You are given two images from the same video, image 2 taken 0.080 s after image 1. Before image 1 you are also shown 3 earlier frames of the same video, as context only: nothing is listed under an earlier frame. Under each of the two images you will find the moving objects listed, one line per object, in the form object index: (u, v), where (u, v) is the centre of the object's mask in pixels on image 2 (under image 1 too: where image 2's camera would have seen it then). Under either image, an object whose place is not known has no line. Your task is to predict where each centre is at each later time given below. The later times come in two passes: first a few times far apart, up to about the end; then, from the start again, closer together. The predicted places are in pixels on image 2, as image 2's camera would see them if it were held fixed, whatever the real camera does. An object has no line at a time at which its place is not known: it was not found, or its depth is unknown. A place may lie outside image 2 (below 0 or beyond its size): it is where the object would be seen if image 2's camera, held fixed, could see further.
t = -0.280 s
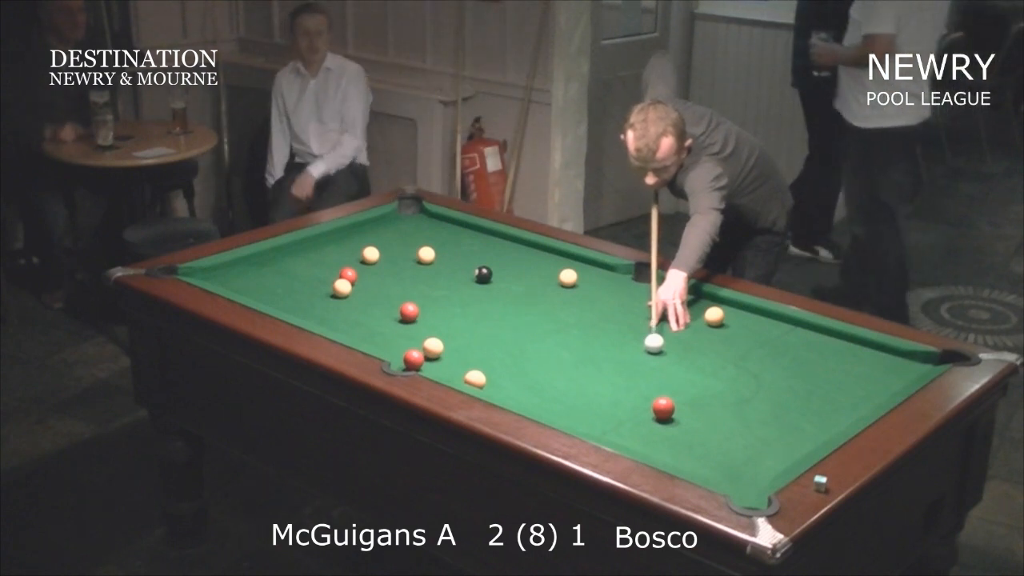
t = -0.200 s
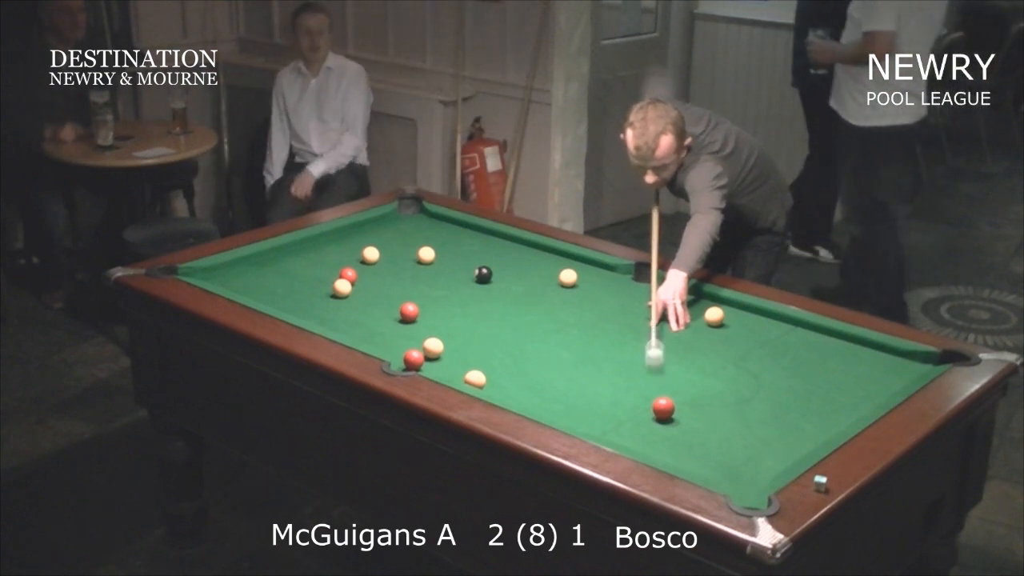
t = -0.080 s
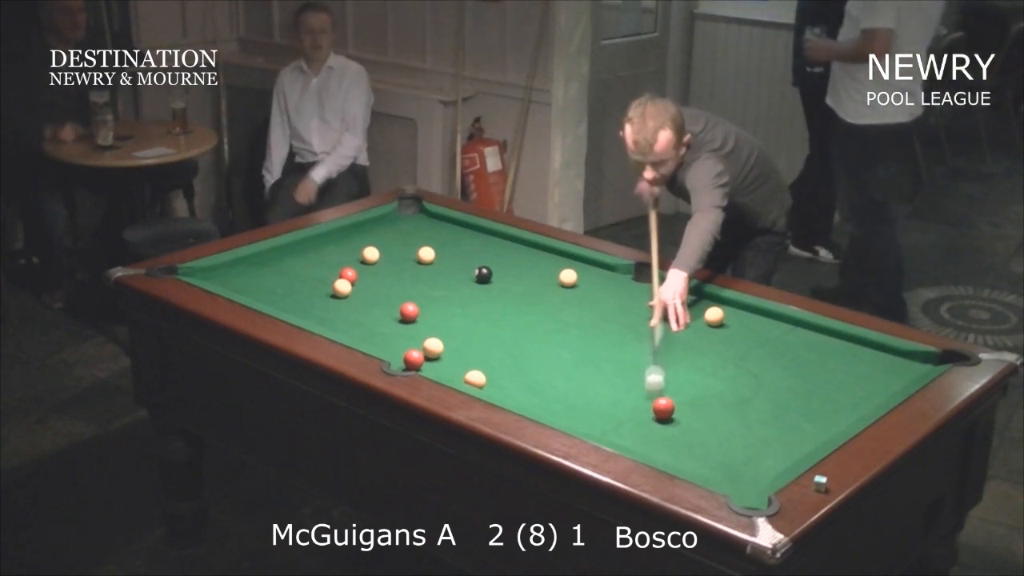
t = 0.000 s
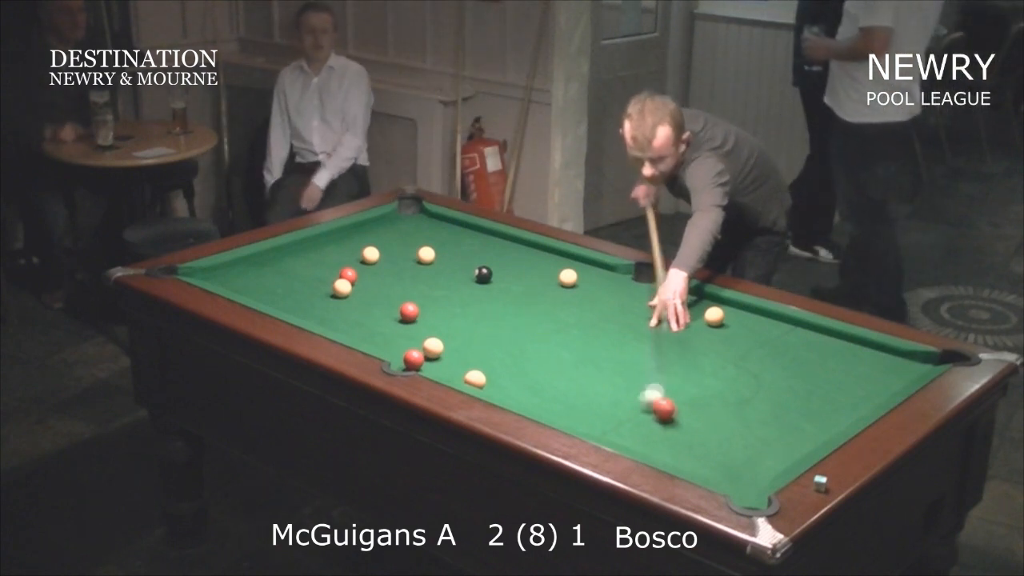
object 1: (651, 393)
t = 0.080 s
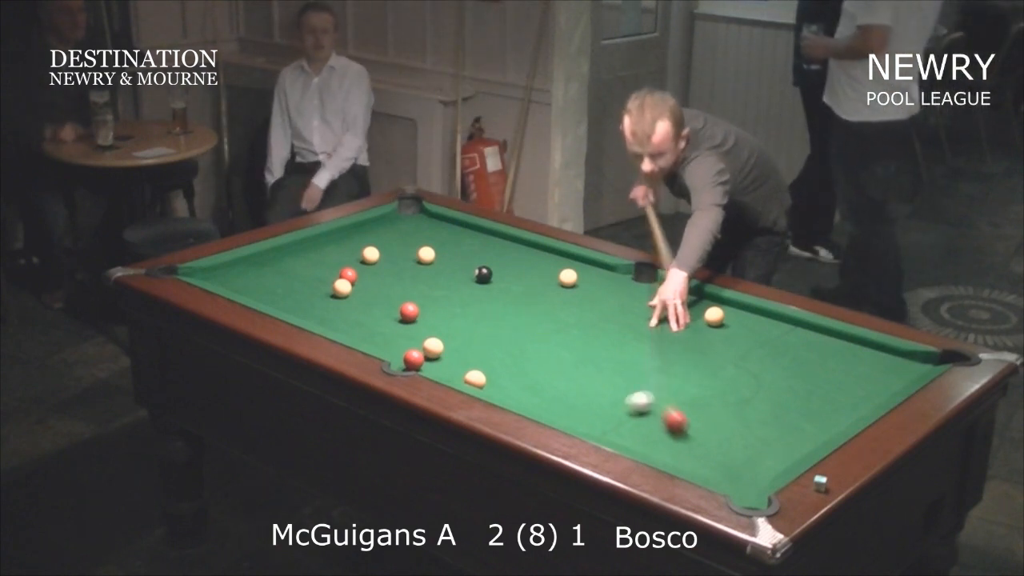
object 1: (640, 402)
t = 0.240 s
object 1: (615, 411)
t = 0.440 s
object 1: (586, 421)
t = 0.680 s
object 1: (586, 417)
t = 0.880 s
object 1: (596, 408)
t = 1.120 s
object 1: (607, 398)
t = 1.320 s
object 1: (614, 392)
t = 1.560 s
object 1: (622, 384)
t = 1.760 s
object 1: (627, 379)
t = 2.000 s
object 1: (632, 374)
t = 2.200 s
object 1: (634, 371)
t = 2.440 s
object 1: (638, 368)
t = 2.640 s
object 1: (640, 366)
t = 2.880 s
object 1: (642, 365)
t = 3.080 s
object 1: (643, 364)
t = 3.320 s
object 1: (643, 364)
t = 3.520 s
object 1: (643, 364)
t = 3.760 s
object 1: (642, 364)
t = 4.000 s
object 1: (642, 364)
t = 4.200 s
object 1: (642, 364)
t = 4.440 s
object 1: (642, 364)
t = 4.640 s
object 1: (642, 364)
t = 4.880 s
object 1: (642, 364)
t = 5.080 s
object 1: (642, 364)
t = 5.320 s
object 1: (642, 364)
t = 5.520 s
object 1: (642, 365)
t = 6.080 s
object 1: (646, 364)
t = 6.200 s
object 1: (643, 365)
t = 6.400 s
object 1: (643, 364)
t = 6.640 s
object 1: (643, 365)
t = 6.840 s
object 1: (643, 364)
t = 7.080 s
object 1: (643, 364)
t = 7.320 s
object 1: (643, 364)
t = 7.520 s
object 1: (642, 364)
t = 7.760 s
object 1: (643, 364)
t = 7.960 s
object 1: (643, 364)
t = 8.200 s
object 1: (643, 364)
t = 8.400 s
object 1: (643, 364)
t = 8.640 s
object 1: (643, 364)
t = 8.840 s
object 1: (643, 364)
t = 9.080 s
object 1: (643, 364)
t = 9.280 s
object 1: (642, 364)
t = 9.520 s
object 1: (643, 364)
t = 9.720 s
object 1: (643, 364)
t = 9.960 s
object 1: (642, 364)
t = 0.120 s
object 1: (633, 404)
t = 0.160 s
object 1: (627, 406)
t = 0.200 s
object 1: (621, 409)
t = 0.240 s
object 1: (615, 411)
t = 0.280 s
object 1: (609, 413)
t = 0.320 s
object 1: (603, 416)
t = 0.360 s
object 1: (597, 418)
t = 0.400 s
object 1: (592, 419)
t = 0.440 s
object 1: (586, 421)
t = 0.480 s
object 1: (581, 421)
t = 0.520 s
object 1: (579, 421)
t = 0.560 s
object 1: (581, 420)
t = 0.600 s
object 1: (583, 419)
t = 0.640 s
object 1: (585, 418)
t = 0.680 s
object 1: (586, 417)
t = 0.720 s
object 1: (588, 415)
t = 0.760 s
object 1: (590, 413)
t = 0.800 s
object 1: (592, 411)
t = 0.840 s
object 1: (594, 409)
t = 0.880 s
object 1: (596, 408)
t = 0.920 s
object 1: (598, 406)
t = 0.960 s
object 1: (600, 404)
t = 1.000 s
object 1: (601, 403)
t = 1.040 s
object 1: (603, 401)
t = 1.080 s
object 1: (605, 399)
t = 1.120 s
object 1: (607, 398)
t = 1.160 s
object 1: (608, 397)
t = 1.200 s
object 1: (610, 395)
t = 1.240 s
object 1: (611, 394)
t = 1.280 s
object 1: (613, 393)
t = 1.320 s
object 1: (614, 392)
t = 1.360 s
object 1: (616, 390)
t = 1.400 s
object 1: (617, 389)
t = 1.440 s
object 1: (618, 388)
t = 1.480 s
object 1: (619, 387)
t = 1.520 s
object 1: (621, 385)
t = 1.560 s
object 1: (622, 384)
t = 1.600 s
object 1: (623, 383)
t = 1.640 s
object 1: (624, 382)
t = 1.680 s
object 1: (625, 381)
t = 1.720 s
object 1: (626, 380)
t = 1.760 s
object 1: (627, 379)
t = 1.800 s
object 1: (628, 379)
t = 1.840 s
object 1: (629, 378)
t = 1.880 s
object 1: (629, 377)
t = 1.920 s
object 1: (630, 376)
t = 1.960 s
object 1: (631, 375)
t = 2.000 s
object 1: (632, 374)
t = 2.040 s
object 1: (632, 374)
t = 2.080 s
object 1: (633, 373)
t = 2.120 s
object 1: (633, 372)
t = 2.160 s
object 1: (634, 372)
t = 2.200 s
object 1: (634, 371)
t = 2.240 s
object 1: (635, 370)
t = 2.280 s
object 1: (635, 370)
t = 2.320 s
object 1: (636, 369)
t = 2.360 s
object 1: (637, 369)
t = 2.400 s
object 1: (637, 368)
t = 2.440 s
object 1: (638, 368)
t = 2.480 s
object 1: (638, 367)
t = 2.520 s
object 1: (638, 367)
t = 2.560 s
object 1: (639, 367)
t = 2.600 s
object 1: (639, 366)
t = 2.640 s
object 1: (640, 366)
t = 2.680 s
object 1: (640, 366)
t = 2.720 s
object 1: (640, 366)
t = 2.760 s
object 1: (641, 365)
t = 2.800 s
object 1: (641, 365)
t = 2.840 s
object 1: (642, 365)
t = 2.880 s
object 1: (642, 365)
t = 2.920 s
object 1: (642, 364)
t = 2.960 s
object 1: (642, 365)
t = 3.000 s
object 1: (642, 364)
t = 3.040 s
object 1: (643, 364)
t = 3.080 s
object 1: (643, 364)
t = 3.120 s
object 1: (643, 364)
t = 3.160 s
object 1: (643, 364)
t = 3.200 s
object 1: (643, 364)
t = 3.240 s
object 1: (643, 364)
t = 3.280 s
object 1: (643, 364)
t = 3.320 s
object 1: (643, 364)
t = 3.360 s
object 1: (643, 364)
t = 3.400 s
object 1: (643, 364)
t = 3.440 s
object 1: (643, 364)
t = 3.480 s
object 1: (643, 364)
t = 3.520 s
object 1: (643, 364)
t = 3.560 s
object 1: (643, 364)
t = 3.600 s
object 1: (642, 364)
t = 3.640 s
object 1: (642, 364)
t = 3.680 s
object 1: (642, 364)
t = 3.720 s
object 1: (642, 364)
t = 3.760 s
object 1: (642, 364)
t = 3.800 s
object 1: (642, 364)
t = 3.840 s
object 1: (642, 364)
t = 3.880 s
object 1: (642, 364)
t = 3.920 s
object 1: (642, 364)
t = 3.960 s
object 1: (642, 364)
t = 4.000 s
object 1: (642, 364)
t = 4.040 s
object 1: (642, 364)
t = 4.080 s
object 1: (642, 364)
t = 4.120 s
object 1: (642, 364)
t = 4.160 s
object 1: (642, 364)
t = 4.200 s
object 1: (642, 364)
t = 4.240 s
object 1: (642, 364)
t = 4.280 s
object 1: (642, 364)
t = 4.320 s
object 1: (642, 364)
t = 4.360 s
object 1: (642, 364)
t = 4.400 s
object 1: (642, 364)
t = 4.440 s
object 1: (642, 364)
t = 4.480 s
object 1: (642, 364)
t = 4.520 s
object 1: (642, 364)
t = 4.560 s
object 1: (642, 364)
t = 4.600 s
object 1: (642, 364)
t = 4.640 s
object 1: (642, 364)
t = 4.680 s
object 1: (642, 364)
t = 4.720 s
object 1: (642, 364)
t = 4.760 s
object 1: (642, 364)
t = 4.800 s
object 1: (642, 364)
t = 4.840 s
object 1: (642, 364)
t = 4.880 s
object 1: (642, 364)
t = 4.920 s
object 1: (642, 364)
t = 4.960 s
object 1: (642, 364)
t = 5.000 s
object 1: (642, 364)
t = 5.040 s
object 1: (642, 364)
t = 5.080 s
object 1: (642, 364)
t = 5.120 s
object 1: (642, 364)
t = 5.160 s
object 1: (642, 364)
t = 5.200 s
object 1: (642, 364)
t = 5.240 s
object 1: (642, 364)
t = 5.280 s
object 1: (643, 364)
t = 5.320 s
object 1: (642, 364)
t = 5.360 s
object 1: (643, 364)
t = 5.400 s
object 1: (642, 364)
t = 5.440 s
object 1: (643, 364)
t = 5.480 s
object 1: (642, 364)
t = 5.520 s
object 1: (642, 365)
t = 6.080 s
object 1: (646, 364)
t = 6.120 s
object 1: (643, 365)
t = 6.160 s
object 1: (643, 364)
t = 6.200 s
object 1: (643, 365)
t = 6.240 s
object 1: (643, 365)
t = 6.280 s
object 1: (643, 365)
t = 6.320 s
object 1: (643, 364)
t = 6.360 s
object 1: (643, 365)
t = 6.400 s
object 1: (643, 364)
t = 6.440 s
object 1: (643, 365)
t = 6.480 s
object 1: (643, 365)
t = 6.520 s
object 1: (643, 365)
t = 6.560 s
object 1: (643, 364)
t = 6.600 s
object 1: (643, 364)
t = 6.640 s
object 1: (643, 365)
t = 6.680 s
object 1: (643, 365)
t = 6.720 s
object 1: (643, 364)
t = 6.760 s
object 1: (643, 365)
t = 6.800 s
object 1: (643, 364)
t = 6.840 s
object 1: (643, 364)
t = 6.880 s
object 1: (643, 364)
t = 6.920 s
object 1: (643, 364)
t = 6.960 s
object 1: (643, 364)
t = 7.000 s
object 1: (643, 365)
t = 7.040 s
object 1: (643, 365)
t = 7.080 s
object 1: (643, 364)
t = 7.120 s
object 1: (643, 364)
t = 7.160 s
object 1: (643, 364)
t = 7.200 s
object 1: (643, 364)
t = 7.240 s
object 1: (643, 365)
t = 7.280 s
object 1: (643, 364)
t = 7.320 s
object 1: (643, 364)
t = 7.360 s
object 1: (643, 364)
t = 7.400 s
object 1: (643, 364)
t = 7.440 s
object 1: (643, 364)
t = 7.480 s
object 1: (642, 364)
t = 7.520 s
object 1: (642, 364)
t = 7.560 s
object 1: (643, 364)
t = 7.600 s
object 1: (643, 364)
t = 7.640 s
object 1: (643, 364)
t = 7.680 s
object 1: (643, 364)
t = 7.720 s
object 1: (642, 364)
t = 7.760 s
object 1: (643, 364)
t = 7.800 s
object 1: (643, 364)
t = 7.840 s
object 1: (643, 364)
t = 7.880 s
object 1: (643, 364)
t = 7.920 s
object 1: (643, 364)
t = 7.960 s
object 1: (643, 364)
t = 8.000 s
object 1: (643, 364)
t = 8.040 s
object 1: (643, 364)
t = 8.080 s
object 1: (643, 364)
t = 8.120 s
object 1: (643, 364)
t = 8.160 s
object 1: (643, 364)
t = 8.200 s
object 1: (643, 364)
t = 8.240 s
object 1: (643, 364)
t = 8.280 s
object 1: (643, 364)
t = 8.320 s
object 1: (643, 364)
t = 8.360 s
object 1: (643, 364)
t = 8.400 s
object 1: (643, 364)
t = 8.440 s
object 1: (643, 364)
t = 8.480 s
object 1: (643, 364)
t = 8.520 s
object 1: (643, 364)
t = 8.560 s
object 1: (643, 364)
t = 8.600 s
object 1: (643, 364)
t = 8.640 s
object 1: (643, 364)
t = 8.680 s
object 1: (643, 364)
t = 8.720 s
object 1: (643, 364)
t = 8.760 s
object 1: (643, 364)
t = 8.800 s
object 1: (643, 364)
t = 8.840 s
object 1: (643, 364)
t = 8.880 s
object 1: (643, 364)
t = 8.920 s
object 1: (643, 364)
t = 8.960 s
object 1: (643, 364)
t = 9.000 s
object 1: (643, 364)
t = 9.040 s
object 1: (643, 364)
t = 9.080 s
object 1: (643, 364)
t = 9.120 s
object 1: (643, 364)
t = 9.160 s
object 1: (643, 364)
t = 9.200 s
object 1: (643, 364)
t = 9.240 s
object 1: (643, 364)
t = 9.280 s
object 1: (642, 364)
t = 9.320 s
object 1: (643, 364)
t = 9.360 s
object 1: (643, 364)
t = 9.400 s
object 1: (643, 364)
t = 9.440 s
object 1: (643, 364)
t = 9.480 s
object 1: (643, 364)
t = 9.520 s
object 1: (643, 364)
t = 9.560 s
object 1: (643, 364)
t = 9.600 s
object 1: (643, 364)
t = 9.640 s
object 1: (643, 364)
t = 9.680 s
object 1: (643, 364)
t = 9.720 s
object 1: (643, 364)
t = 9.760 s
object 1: (643, 364)
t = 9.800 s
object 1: (643, 364)
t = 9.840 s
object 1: (643, 364)
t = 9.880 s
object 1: (643, 364)
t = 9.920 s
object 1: (642, 364)
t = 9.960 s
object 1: (642, 364)
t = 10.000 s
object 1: (642, 364)
